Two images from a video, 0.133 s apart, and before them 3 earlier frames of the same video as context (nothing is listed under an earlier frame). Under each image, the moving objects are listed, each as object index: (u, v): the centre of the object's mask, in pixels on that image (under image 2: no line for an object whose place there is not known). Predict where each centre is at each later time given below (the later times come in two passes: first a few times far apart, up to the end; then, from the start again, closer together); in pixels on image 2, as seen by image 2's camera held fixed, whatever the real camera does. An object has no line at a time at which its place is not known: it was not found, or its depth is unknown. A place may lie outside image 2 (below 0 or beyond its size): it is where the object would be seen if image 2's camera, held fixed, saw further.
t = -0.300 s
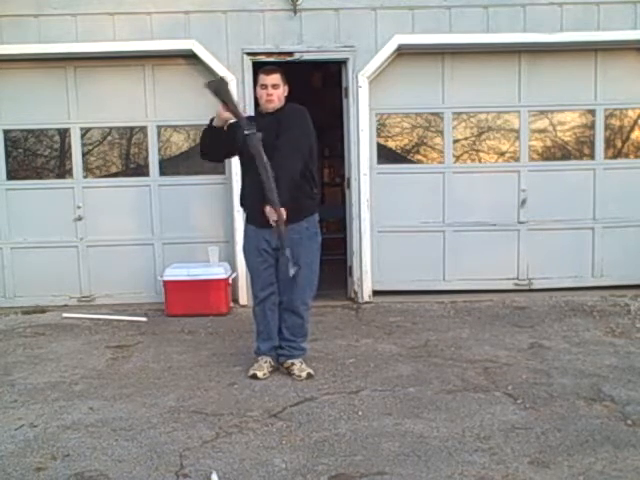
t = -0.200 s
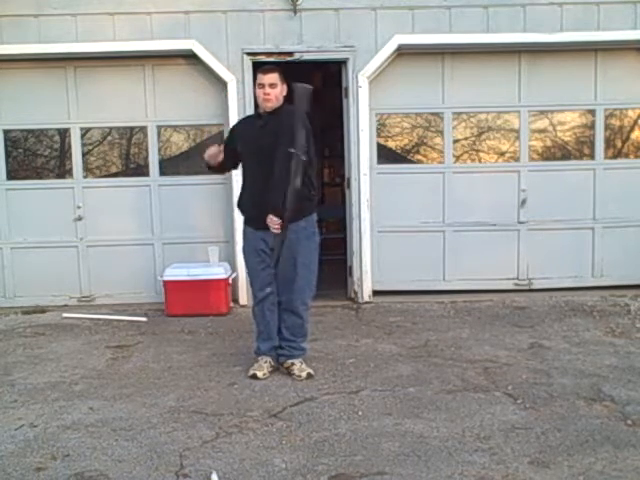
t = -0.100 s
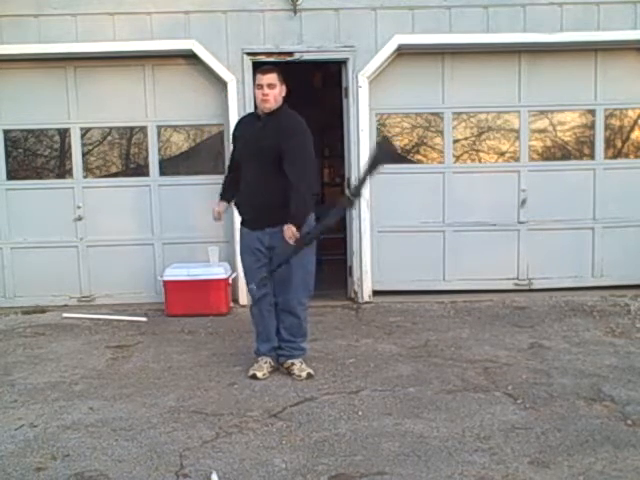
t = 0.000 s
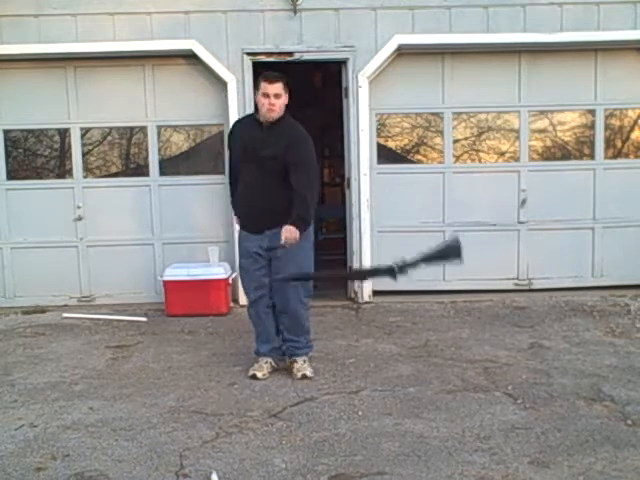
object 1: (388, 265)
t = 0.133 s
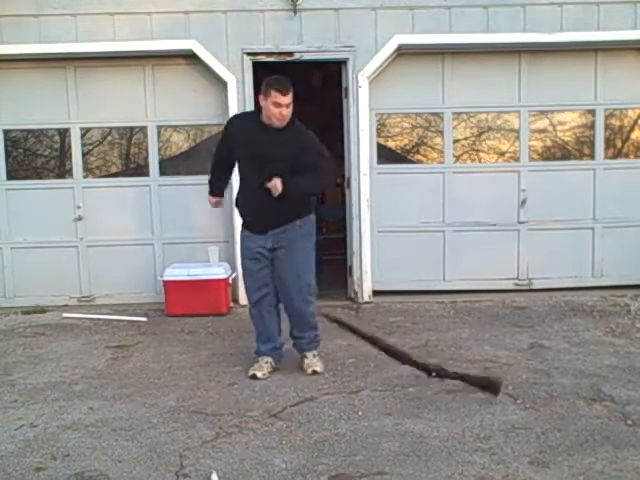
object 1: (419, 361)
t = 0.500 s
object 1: (411, 383)
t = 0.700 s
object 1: (413, 399)
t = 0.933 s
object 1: (411, 402)
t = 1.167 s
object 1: (411, 401)
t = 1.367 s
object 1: (411, 401)
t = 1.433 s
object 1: (411, 401)
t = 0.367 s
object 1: (415, 376)
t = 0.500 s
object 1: (411, 383)
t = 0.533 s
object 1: (410, 389)
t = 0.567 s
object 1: (409, 390)
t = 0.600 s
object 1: (410, 393)
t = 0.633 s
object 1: (413, 395)
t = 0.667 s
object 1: (414, 396)
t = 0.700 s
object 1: (413, 399)
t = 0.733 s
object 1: (412, 401)
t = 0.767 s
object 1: (411, 401)
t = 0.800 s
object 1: (411, 401)
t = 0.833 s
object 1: (411, 402)
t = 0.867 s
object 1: (411, 402)
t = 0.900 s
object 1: (411, 402)
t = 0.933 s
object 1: (411, 402)
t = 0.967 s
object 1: (411, 401)
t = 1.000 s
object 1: (411, 402)
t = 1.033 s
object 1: (411, 401)
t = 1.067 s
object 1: (411, 401)
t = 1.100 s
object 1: (411, 401)
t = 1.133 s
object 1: (411, 401)
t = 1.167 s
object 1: (411, 401)
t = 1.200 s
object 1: (411, 401)
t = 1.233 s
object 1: (411, 401)
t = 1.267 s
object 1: (411, 402)
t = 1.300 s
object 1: (411, 402)
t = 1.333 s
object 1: (411, 401)
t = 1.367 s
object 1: (411, 401)
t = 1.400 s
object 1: (411, 401)
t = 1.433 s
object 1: (411, 401)
